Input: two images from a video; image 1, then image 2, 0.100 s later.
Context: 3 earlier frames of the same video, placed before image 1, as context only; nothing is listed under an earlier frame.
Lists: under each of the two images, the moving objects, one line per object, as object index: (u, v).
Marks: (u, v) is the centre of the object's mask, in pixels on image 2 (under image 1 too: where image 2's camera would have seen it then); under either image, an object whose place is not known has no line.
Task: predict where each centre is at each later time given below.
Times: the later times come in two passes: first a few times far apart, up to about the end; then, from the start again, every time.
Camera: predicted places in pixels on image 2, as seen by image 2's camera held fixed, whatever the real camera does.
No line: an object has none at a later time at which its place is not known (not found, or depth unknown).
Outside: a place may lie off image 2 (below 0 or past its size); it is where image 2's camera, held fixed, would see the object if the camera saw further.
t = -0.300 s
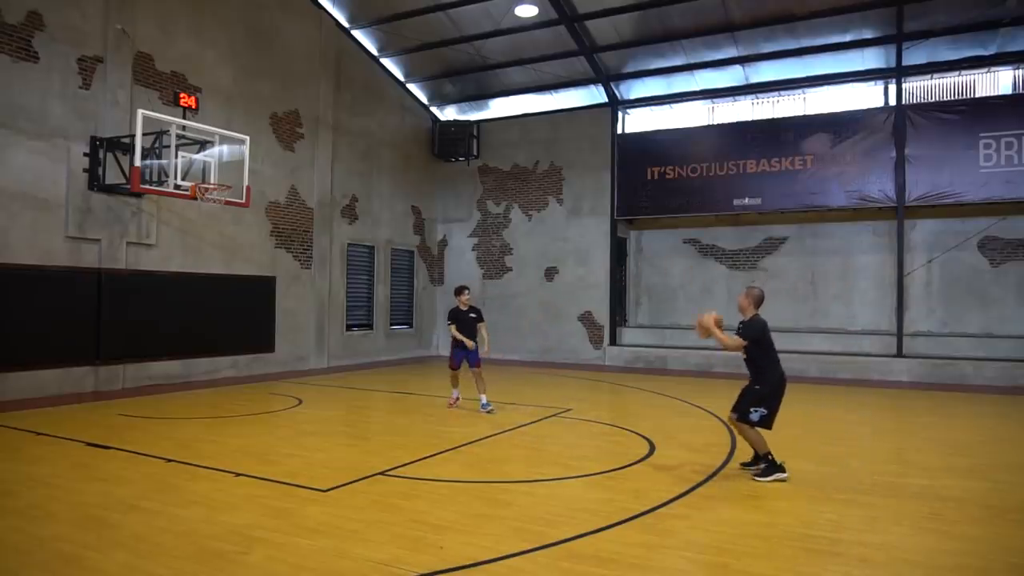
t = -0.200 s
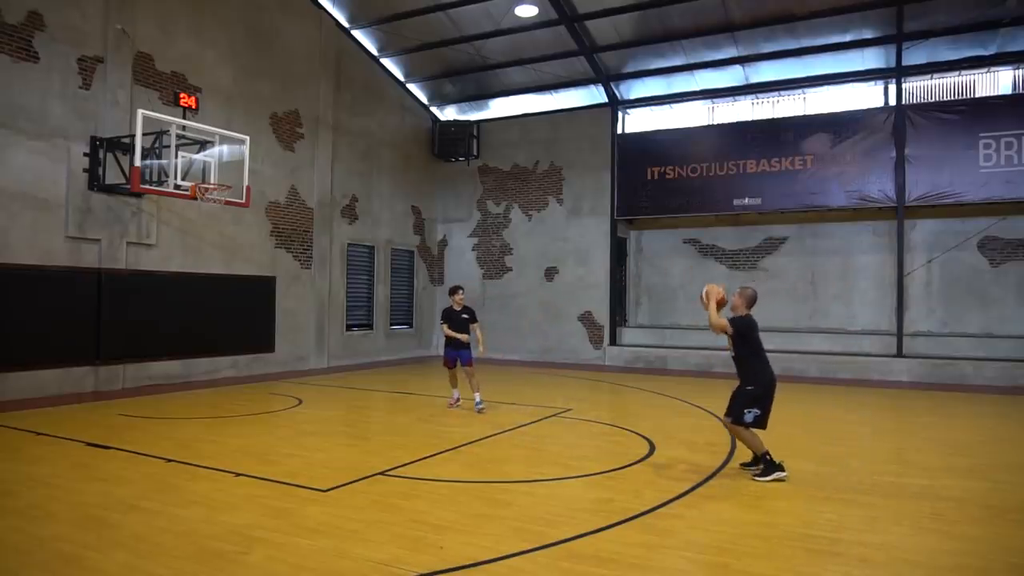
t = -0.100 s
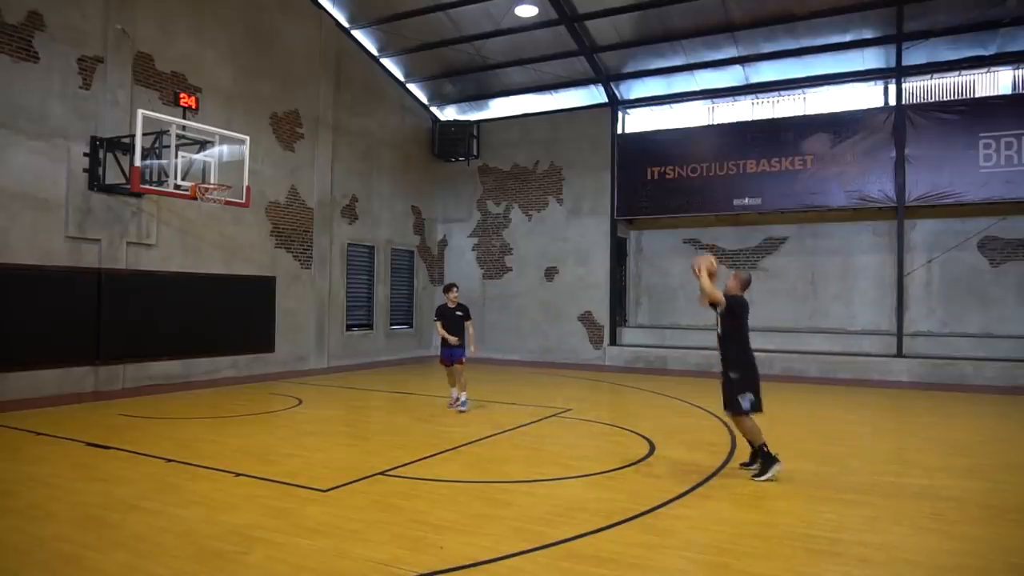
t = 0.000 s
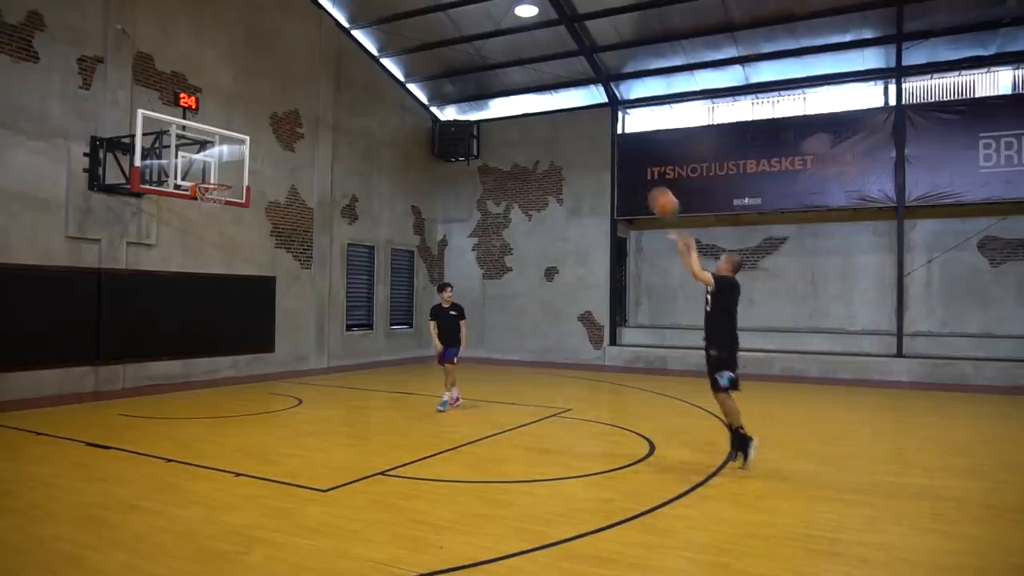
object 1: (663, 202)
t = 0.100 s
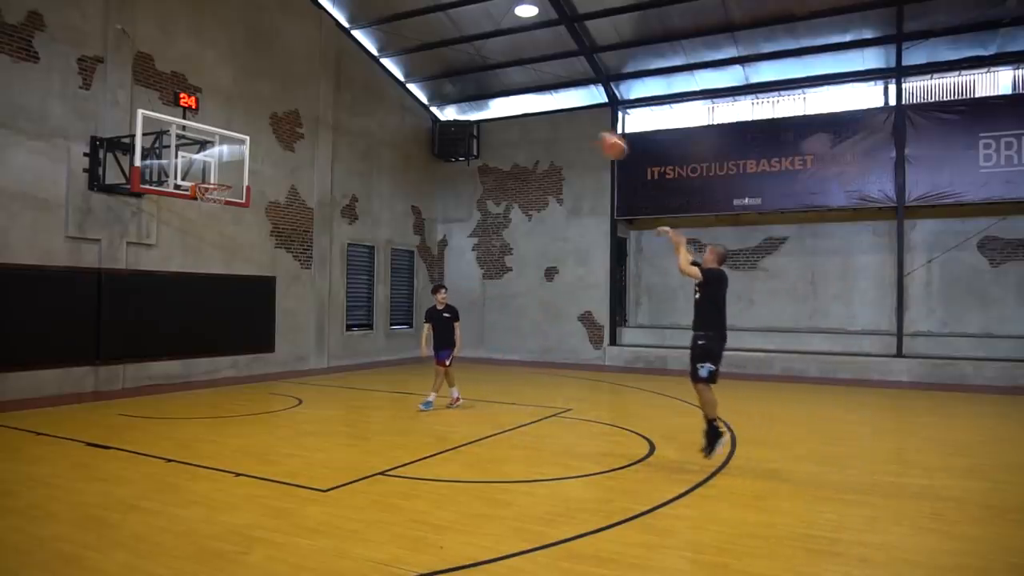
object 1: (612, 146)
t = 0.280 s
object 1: (529, 75)
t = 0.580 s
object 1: (414, 35)
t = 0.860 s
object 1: (329, 67)
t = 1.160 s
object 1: (250, 155)
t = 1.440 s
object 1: (259, 159)
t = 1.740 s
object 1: (291, 174)
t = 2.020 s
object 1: (313, 232)
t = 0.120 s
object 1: (602, 135)
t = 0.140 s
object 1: (592, 126)
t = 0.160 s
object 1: (583, 118)
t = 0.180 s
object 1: (573, 110)
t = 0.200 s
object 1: (564, 102)
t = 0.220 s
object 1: (553, 92)
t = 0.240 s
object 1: (545, 85)
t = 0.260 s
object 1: (538, 80)
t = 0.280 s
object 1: (529, 75)
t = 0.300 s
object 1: (519, 69)
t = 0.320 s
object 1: (511, 64)
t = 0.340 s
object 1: (503, 60)
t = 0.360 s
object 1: (494, 56)
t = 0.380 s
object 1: (486, 52)
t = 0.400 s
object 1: (478, 49)
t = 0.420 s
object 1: (471, 46)
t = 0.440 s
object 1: (464, 44)
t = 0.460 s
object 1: (456, 41)
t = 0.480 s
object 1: (448, 39)
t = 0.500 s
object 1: (441, 38)
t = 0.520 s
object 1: (434, 37)
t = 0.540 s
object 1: (427, 36)
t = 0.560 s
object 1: (420, 36)
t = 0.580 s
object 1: (414, 35)
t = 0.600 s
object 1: (407, 36)
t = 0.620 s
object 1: (400, 37)
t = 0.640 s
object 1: (394, 38)
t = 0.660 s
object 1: (387, 39)
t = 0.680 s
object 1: (381, 41)
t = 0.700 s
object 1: (376, 42)
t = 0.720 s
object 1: (369, 45)
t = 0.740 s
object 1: (362, 48)
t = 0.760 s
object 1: (356, 50)
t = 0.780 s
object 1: (350, 51)
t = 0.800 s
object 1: (344, 54)
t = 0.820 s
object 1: (339, 58)
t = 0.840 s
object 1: (334, 62)
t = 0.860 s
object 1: (329, 67)
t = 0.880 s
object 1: (323, 70)
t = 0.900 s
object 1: (317, 75)
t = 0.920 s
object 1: (311, 79)
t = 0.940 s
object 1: (305, 82)
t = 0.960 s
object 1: (301, 90)
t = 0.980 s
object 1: (295, 95)
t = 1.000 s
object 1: (290, 100)
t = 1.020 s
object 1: (284, 107)
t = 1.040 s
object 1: (278, 113)
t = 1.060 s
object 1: (275, 119)
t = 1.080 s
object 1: (270, 125)
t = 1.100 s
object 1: (265, 133)
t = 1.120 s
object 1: (260, 139)
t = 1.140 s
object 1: (255, 147)
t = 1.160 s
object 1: (250, 155)
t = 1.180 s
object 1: (245, 162)
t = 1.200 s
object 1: (241, 171)
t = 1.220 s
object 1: (236, 178)
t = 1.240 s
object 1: (235, 180)
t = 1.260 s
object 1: (238, 177)
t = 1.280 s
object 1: (241, 174)
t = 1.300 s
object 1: (243, 171)
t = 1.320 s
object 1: (246, 170)
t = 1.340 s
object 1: (248, 167)
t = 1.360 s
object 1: (251, 164)
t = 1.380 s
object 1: (253, 162)
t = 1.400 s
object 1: (256, 161)
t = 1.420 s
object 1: (257, 160)
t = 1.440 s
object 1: (259, 159)
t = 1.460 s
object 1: (263, 158)
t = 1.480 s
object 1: (264, 158)
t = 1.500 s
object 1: (267, 158)
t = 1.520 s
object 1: (268, 158)
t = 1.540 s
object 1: (271, 159)
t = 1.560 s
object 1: (273, 159)
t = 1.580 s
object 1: (275, 159)
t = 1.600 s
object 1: (277, 161)
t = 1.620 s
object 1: (278, 161)
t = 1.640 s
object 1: (280, 162)
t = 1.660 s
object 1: (283, 164)
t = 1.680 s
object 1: (285, 166)
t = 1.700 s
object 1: (287, 169)
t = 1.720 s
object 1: (288, 171)
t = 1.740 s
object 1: (291, 174)
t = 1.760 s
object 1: (293, 177)
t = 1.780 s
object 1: (295, 180)
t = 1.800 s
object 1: (296, 184)
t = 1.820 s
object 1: (298, 186)
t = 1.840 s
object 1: (300, 190)
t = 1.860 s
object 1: (301, 194)
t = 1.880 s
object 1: (303, 198)
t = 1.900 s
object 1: (306, 200)
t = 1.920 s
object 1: (308, 208)
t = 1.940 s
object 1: (309, 212)
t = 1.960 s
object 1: (311, 217)
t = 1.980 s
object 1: (312, 223)
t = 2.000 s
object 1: (313, 228)
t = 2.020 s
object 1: (313, 232)
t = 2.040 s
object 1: (315, 239)
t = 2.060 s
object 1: (318, 246)
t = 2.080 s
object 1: (319, 249)
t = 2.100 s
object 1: (321, 256)
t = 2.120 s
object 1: (322, 263)
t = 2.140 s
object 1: (324, 269)
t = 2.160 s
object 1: (326, 275)
